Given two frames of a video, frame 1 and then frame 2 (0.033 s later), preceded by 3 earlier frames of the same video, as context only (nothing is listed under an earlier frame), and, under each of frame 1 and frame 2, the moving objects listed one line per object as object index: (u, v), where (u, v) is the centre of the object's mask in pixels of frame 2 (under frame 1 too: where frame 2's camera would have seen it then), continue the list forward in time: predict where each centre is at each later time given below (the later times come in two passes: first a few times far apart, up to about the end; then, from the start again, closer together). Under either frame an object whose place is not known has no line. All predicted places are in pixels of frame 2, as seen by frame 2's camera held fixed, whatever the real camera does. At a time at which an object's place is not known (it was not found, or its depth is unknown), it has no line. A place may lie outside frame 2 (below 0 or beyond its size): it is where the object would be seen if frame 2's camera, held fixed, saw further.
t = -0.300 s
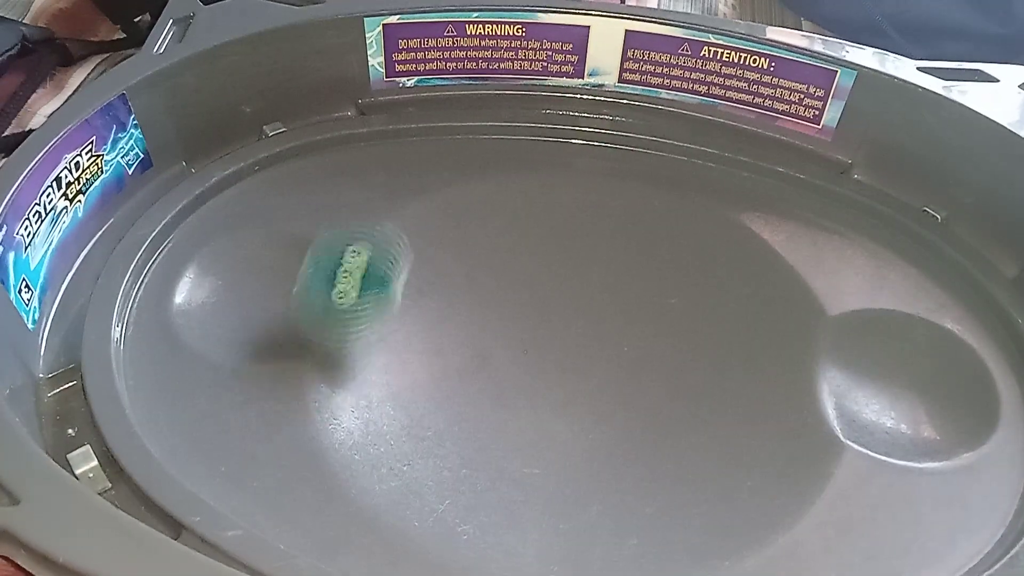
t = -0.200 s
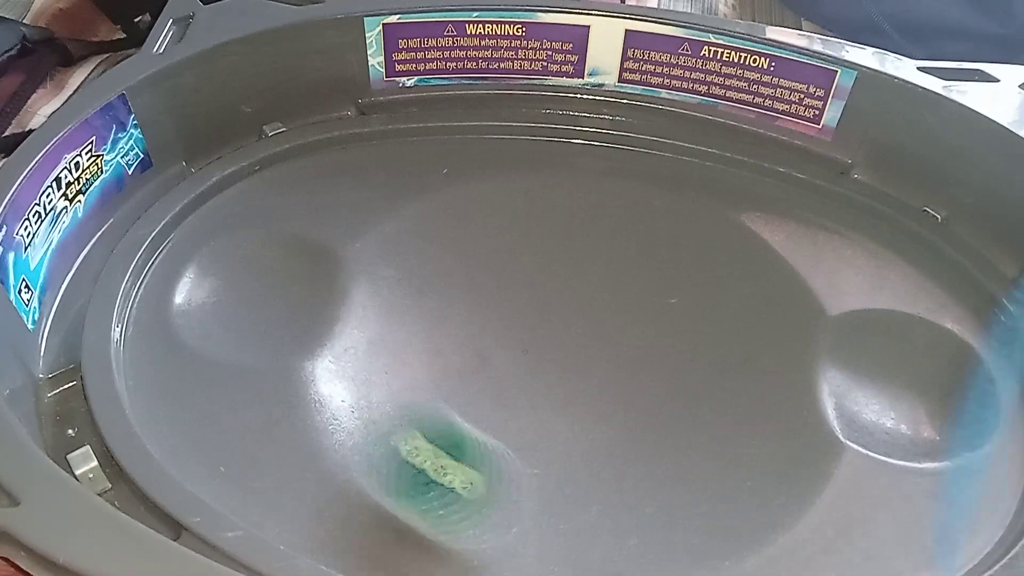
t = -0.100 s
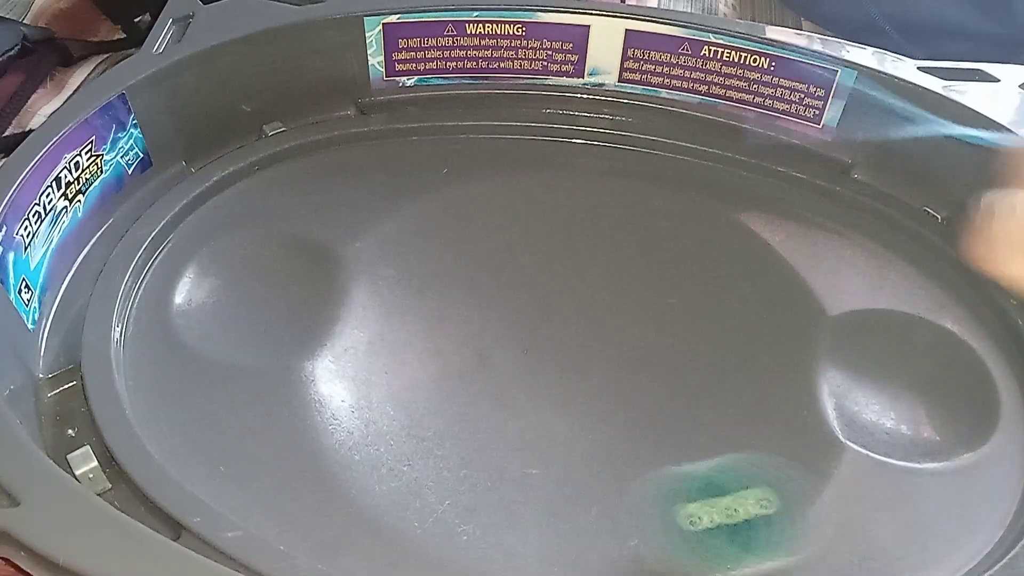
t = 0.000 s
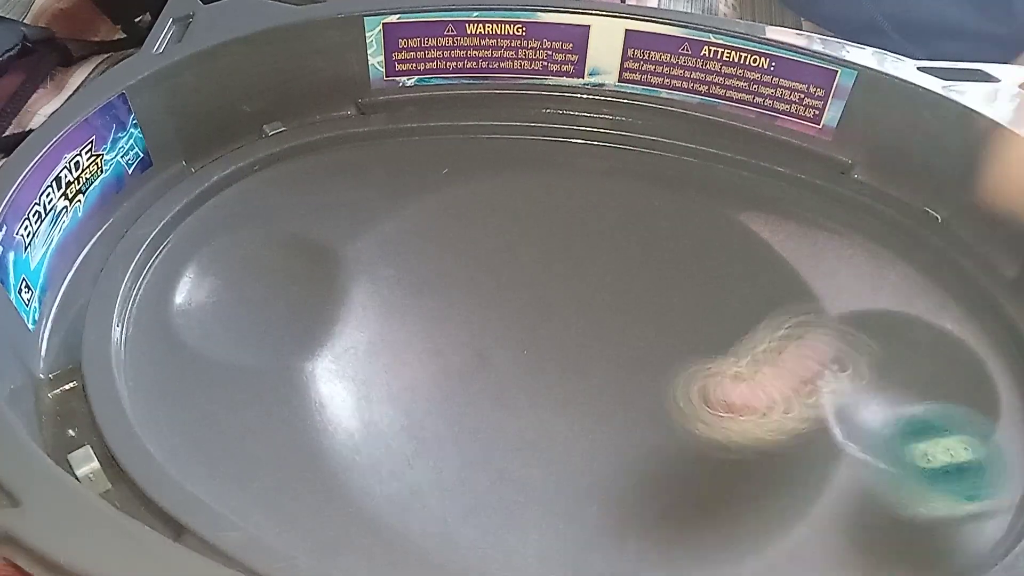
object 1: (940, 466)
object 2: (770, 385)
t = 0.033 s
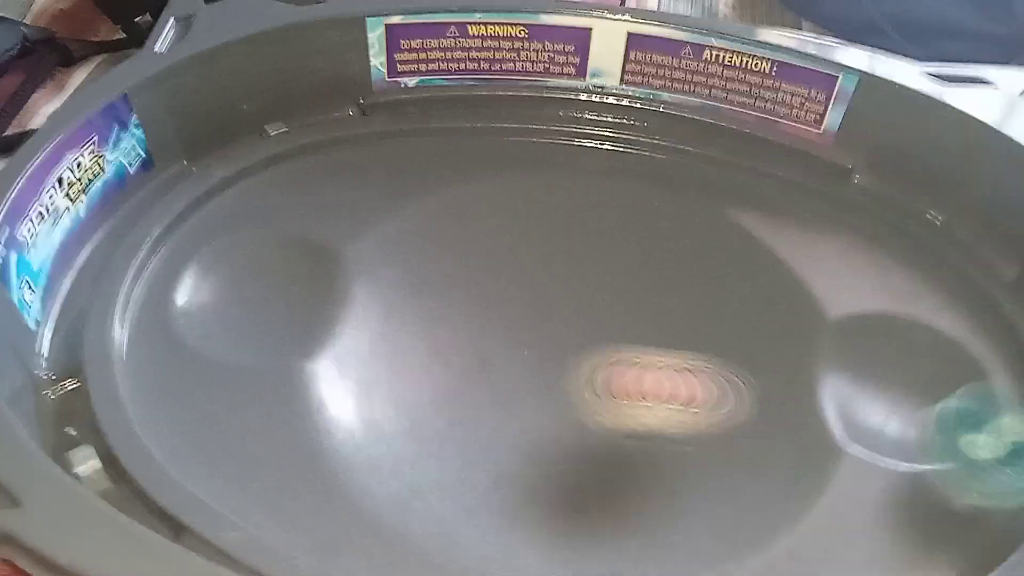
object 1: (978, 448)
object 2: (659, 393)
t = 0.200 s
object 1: (1009, 317)
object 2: (305, 283)
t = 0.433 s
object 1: (791, 222)
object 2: (284, 237)
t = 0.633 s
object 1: (458, 266)
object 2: (558, 369)
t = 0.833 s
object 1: (562, 531)
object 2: (710, 438)
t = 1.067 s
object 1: (958, 527)
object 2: (509, 381)
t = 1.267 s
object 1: (970, 366)
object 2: (568, 234)
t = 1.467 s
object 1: (988, 494)
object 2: (633, 168)
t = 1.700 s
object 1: (981, 501)
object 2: (504, 216)
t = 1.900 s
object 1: (979, 426)
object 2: (570, 385)
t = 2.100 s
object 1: (948, 530)
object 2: (511, 405)
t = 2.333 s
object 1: (943, 525)
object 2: (478, 221)
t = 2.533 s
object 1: (810, 536)
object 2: (756, 319)
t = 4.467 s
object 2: (694, 220)
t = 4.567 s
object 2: (797, 336)
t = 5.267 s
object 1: (861, 296)
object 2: (628, 192)
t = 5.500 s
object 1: (982, 377)
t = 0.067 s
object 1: (995, 410)
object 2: (553, 393)
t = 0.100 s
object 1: (1012, 389)
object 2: (468, 376)
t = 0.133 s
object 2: (395, 344)
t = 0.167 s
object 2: (344, 305)
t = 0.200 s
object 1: (1009, 317)
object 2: (305, 283)
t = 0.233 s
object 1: (999, 299)
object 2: (272, 267)
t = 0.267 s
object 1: (983, 293)
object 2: (246, 248)
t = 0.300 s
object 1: (957, 276)
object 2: (231, 231)
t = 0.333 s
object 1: (917, 256)
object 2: (227, 224)
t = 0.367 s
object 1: (872, 240)
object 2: (236, 222)
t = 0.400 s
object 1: (833, 228)
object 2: (256, 227)
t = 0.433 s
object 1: (791, 222)
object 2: (284, 237)
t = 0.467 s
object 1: (746, 224)
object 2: (318, 251)
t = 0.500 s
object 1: (697, 230)
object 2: (355, 275)
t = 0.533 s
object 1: (649, 231)
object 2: (398, 309)
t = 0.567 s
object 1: (586, 232)
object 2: (454, 337)
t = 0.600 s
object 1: (526, 241)
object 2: (506, 356)
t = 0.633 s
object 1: (458, 266)
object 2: (558, 369)
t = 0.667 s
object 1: (415, 301)
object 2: (605, 377)
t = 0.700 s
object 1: (384, 347)
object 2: (642, 385)
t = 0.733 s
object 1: (388, 397)
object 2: (673, 397)
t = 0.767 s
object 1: (417, 456)
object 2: (695, 410)
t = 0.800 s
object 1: (479, 505)
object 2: (708, 424)
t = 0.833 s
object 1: (562, 531)
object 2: (710, 438)
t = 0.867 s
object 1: (644, 539)
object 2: (701, 454)
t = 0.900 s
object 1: (695, 548)
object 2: (680, 461)
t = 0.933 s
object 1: (775, 548)
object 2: (651, 452)
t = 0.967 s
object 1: (825, 547)
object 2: (616, 442)
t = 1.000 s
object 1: (882, 543)
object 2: (578, 429)
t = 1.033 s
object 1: (922, 537)
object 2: (539, 409)
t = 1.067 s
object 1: (958, 527)
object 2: (509, 381)
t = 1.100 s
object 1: (976, 506)
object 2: (491, 352)
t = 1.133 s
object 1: (987, 469)
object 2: (486, 320)
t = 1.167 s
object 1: (990, 435)
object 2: (492, 292)
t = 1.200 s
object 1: (988, 409)
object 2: (508, 268)
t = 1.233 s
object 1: (982, 389)
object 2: (534, 248)
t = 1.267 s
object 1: (970, 366)
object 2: (568, 234)
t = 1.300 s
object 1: (937, 331)
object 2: (608, 226)
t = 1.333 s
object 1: (883, 304)
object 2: (656, 225)
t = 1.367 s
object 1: (818, 295)
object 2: (704, 233)
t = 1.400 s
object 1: (883, 385)
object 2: (703, 217)
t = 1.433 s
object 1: (965, 457)
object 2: (669, 187)
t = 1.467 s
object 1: (988, 494)
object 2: (633, 168)
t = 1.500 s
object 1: (980, 493)
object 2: (594, 154)
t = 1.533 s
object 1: (969, 510)
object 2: (565, 148)
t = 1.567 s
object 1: (964, 517)
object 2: (541, 150)
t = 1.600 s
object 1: (966, 516)
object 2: (525, 155)
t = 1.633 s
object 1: (969, 513)
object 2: (512, 168)
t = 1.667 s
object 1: (973, 507)
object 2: (505, 188)
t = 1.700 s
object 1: (981, 501)
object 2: (504, 216)
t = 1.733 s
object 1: (981, 485)
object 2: (508, 246)
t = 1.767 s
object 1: (985, 474)
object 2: (516, 279)
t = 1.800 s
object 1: (990, 463)
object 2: (529, 310)
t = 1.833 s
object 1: (988, 442)
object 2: (544, 340)
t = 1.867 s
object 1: (984, 430)
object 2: (559, 365)
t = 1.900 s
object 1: (979, 426)
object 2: (570, 385)
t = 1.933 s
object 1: (975, 429)
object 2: (575, 401)
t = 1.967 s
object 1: (971, 442)
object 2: (575, 411)
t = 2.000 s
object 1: (964, 469)
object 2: (567, 417)
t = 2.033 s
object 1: (958, 498)
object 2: (553, 418)
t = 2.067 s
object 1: (951, 520)
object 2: (534, 413)
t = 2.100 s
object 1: (948, 530)
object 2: (511, 405)
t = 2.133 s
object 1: (931, 533)
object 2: (484, 389)
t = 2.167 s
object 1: (921, 533)
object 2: (458, 366)
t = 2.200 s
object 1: (920, 532)
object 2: (437, 337)
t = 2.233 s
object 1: (921, 532)
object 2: (428, 307)
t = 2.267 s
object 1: (928, 533)
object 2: (431, 273)
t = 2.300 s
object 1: (937, 529)
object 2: (448, 244)
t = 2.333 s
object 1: (943, 525)
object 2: (478, 221)
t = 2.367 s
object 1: (939, 523)
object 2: (518, 208)
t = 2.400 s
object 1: (929, 522)
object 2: (566, 206)
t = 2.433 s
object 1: (906, 525)
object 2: (620, 216)
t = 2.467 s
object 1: (873, 526)
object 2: (672, 239)
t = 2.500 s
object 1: (840, 531)
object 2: (718, 273)
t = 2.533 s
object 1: (810, 536)
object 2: (756, 319)
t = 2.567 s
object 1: (783, 542)
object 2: (774, 371)
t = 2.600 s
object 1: (764, 547)
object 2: (774, 426)
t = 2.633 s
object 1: (752, 550)
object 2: (752, 464)
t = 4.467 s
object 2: (694, 220)
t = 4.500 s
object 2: (736, 250)
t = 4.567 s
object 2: (797, 336)
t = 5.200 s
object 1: (762, 262)
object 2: (649, 212)
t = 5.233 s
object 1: (802, 269)
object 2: (647, 203)
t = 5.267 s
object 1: (861, 296)
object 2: (628, 192)
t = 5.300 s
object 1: (914, 338)
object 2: (612, 191)
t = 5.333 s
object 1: (945, 364)
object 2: (600, 198)
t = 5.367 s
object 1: (964, 378)
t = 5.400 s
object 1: (974, 382)
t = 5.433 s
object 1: (976, 380)
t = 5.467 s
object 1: (978, 377)
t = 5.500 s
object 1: (982, 377)
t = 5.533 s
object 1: (988, 384)
